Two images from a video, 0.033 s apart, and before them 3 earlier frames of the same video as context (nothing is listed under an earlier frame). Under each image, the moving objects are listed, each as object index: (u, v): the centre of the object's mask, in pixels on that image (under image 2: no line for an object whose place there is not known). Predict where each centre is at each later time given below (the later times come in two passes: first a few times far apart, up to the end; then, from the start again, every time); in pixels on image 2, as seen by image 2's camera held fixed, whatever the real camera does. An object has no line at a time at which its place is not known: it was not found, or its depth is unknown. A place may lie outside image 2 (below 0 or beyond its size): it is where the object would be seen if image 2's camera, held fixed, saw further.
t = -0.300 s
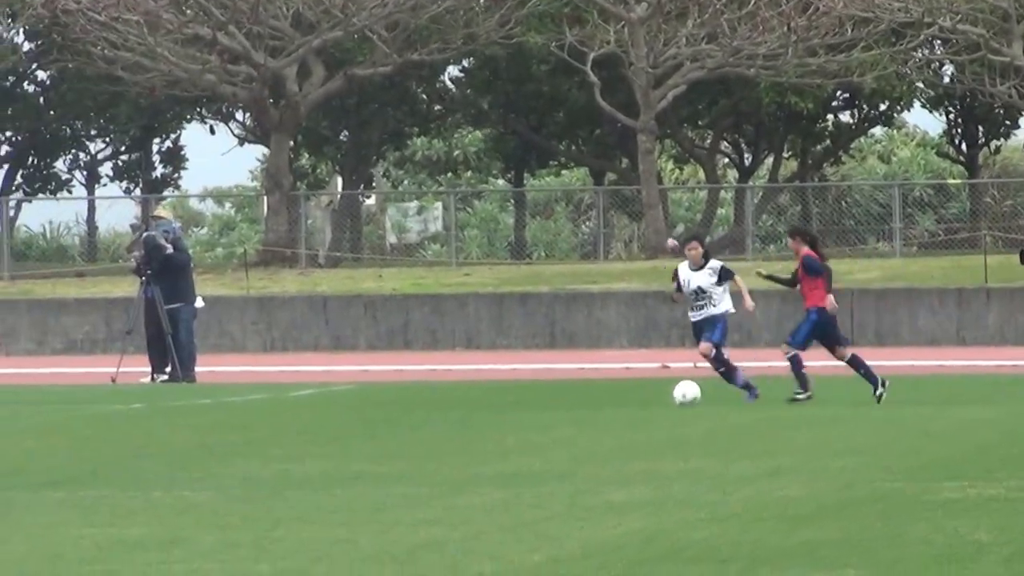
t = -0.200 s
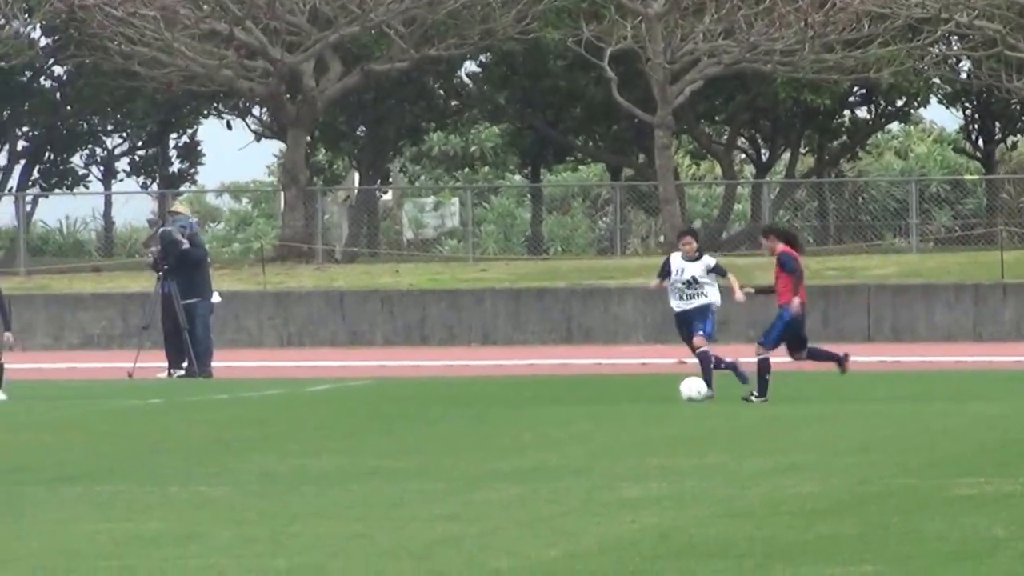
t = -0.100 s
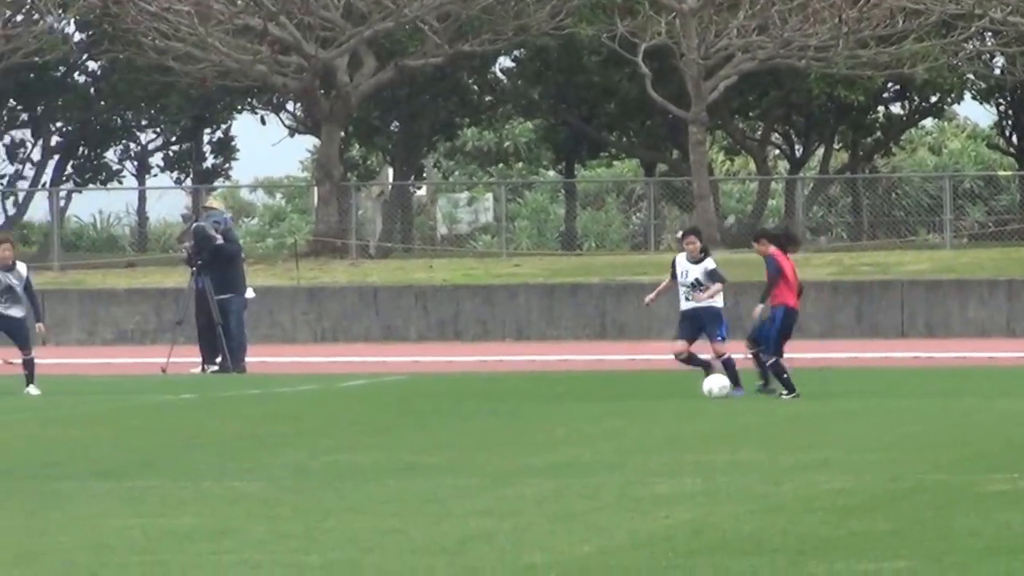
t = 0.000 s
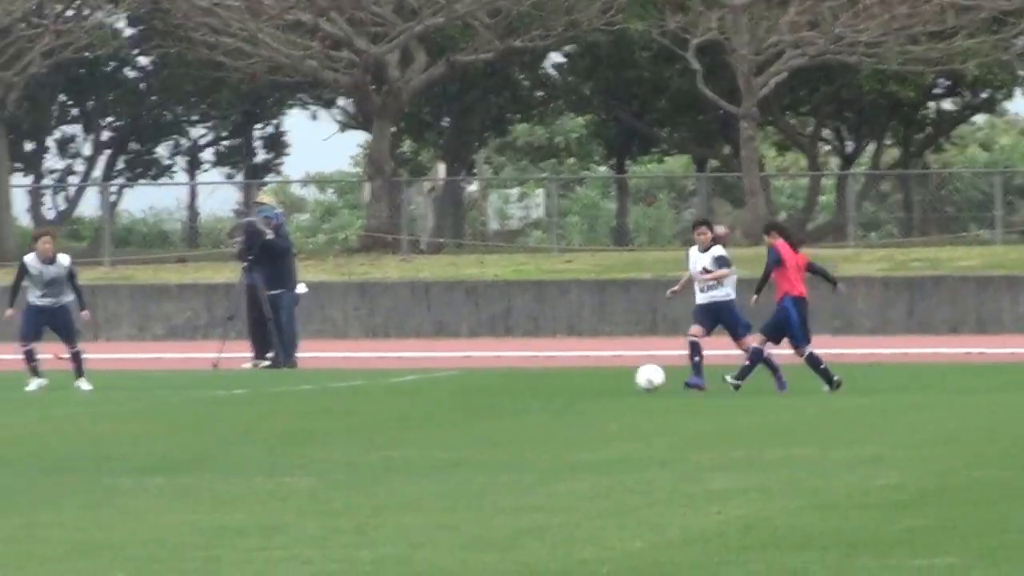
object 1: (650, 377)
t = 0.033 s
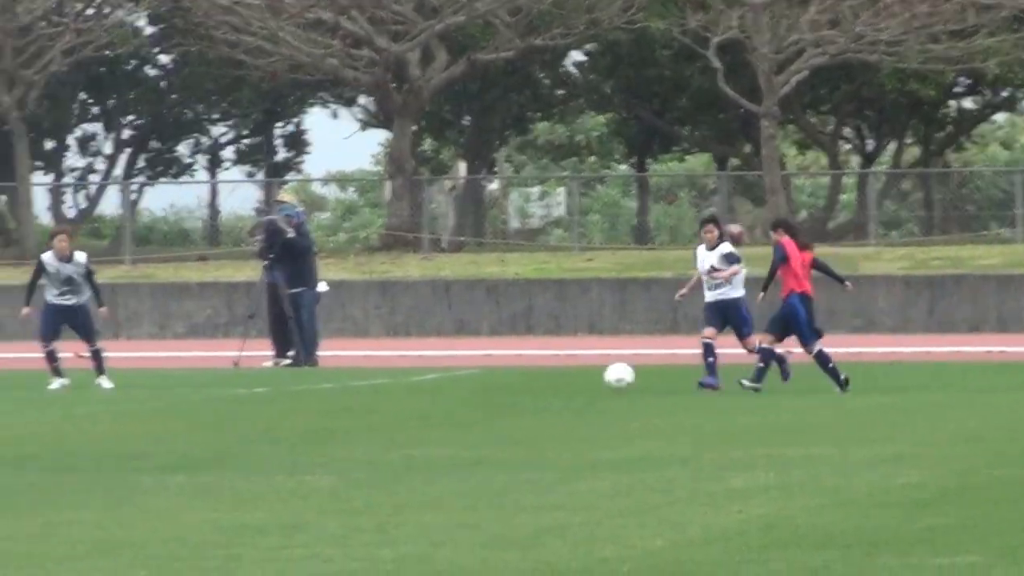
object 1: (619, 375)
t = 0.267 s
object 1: (282, 386)
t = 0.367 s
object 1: (153, 391)
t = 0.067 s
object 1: (566, 377)
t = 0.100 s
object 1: (515, 379)
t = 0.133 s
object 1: (465, 384)
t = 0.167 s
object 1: (416, 388)
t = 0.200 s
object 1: (371, 387)
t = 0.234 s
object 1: (327, 386)
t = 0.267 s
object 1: (282, 386)
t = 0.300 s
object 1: (238, 387)
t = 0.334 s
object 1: (195, 389)
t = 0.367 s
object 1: (153, 391)
